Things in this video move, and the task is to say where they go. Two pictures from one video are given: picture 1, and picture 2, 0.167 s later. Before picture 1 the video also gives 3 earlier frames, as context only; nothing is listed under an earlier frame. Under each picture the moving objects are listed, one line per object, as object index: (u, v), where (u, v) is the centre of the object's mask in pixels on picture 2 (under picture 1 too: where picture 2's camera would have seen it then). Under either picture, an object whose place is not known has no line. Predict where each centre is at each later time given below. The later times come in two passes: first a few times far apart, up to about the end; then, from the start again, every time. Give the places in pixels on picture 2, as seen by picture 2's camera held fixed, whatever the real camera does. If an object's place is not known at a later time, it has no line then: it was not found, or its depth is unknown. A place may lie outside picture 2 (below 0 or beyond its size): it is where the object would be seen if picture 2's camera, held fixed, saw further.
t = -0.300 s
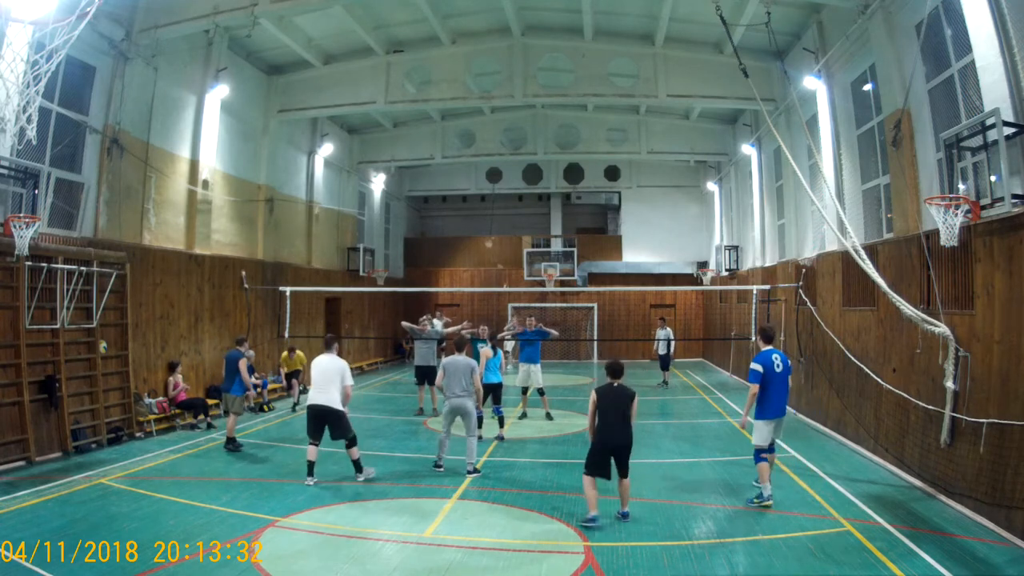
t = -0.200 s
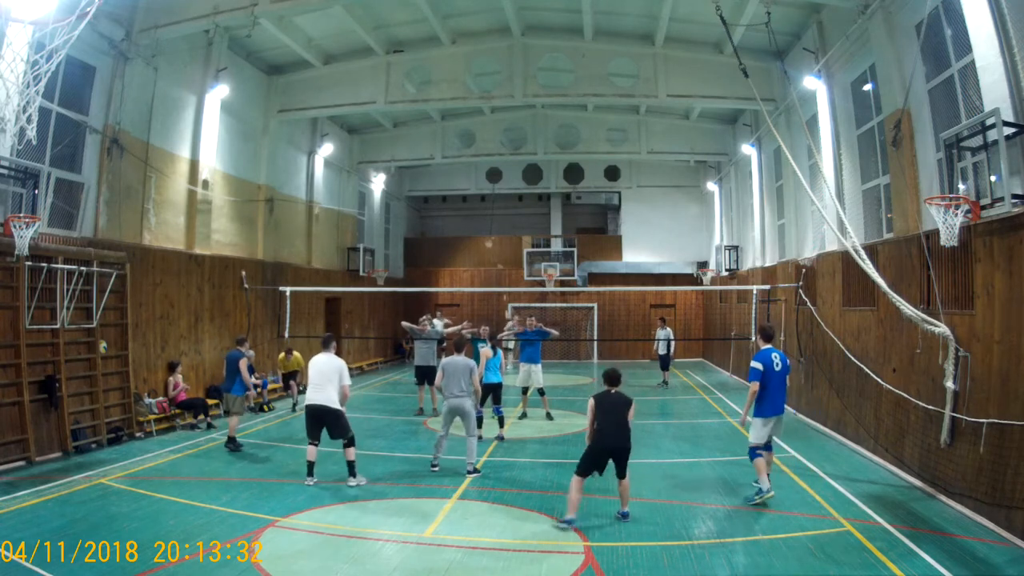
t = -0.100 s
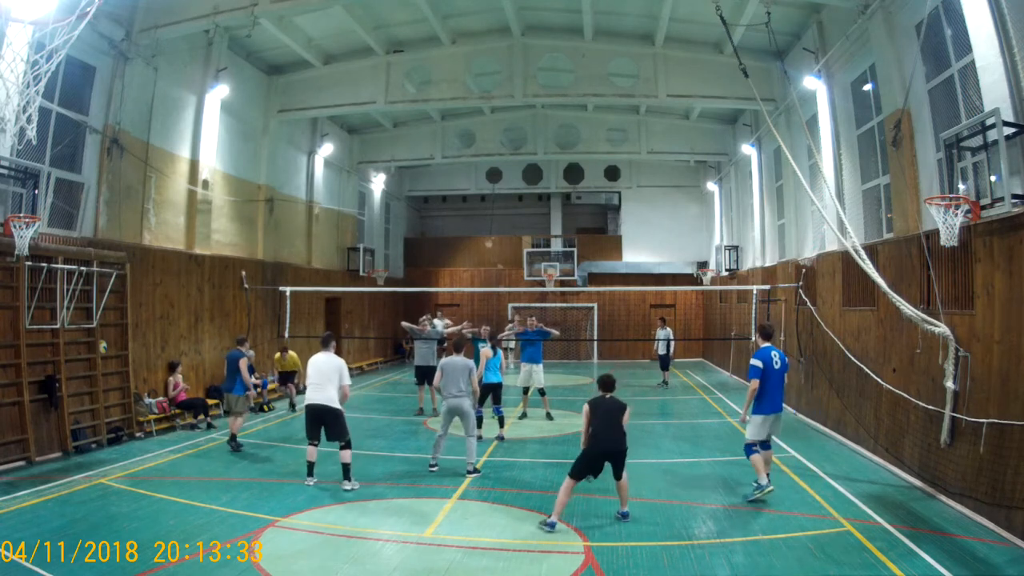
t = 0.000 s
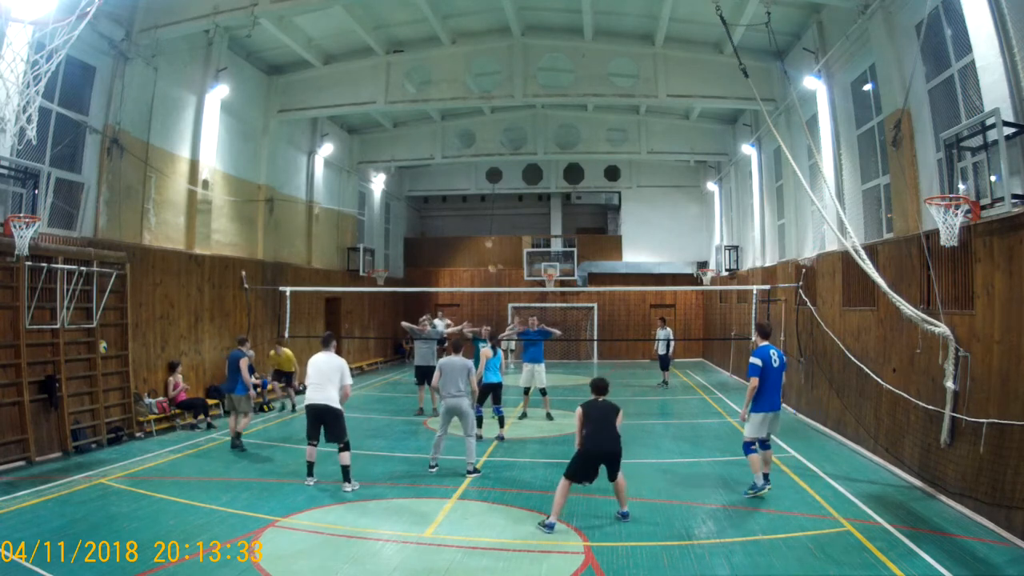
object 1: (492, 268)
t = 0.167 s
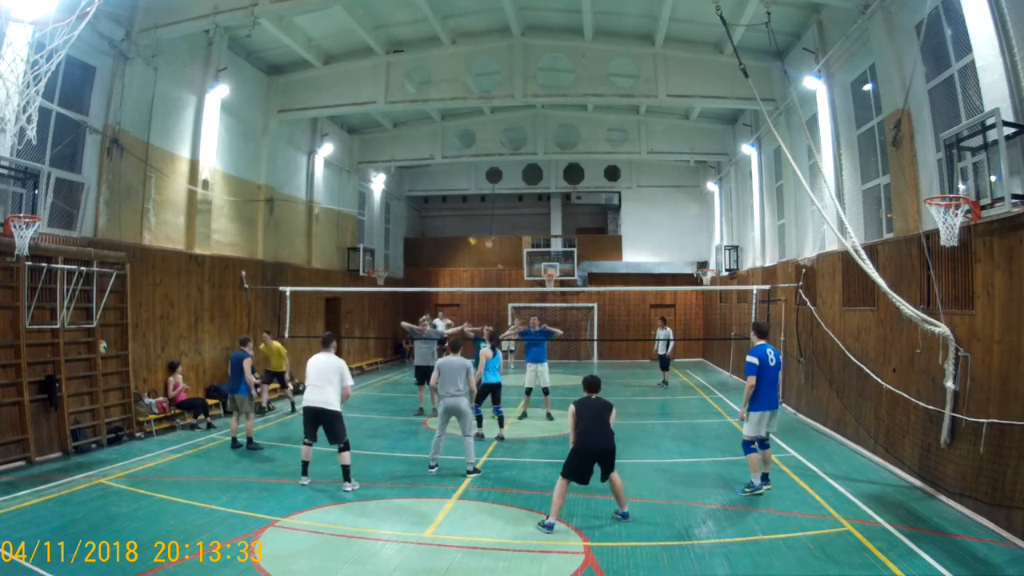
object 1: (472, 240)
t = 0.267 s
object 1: (458, 227)
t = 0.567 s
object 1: (406, 207)
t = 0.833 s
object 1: (335, 231)
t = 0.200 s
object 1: (467, 235)
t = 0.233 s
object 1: (463, 231)
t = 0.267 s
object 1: (458, 227)
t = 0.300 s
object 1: (454, 224)
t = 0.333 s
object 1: (448, 220)
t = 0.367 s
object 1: (442, 217)
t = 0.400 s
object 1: (438, 214)
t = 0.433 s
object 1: (430, 210)
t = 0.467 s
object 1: (426, 210)
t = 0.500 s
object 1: (418, 208)
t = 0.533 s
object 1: (412, 207)
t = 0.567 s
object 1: (406, 207)
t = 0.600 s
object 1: (398, 207)
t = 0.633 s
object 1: (390, 209)
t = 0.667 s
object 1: (384, 210)
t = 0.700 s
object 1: (379, 212)
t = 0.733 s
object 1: (367, 216)
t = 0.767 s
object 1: (356, 220)
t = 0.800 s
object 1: (348, 224)
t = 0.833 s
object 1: (335, 231)
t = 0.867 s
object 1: (323, 240)
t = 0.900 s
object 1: (311, 250)
